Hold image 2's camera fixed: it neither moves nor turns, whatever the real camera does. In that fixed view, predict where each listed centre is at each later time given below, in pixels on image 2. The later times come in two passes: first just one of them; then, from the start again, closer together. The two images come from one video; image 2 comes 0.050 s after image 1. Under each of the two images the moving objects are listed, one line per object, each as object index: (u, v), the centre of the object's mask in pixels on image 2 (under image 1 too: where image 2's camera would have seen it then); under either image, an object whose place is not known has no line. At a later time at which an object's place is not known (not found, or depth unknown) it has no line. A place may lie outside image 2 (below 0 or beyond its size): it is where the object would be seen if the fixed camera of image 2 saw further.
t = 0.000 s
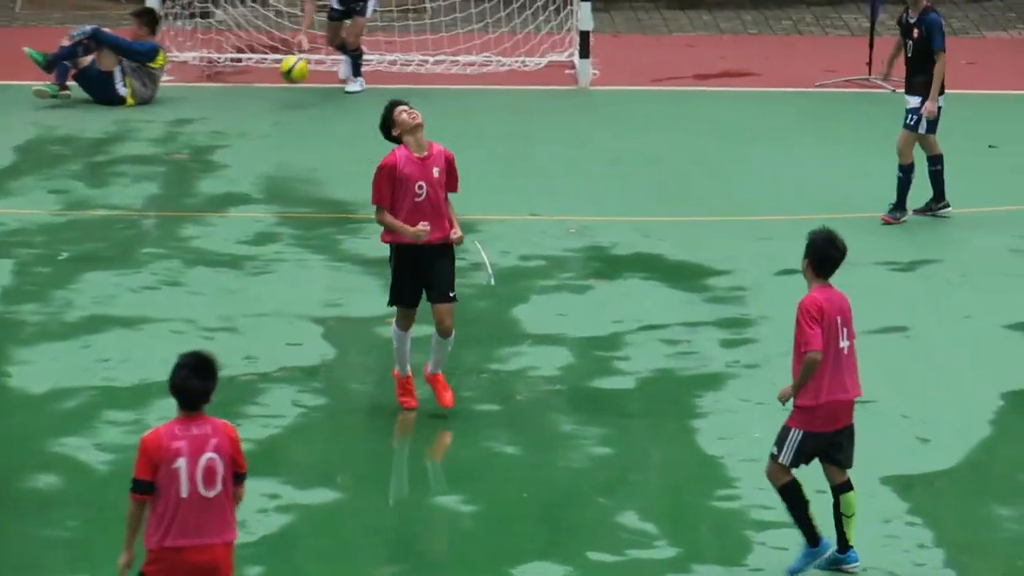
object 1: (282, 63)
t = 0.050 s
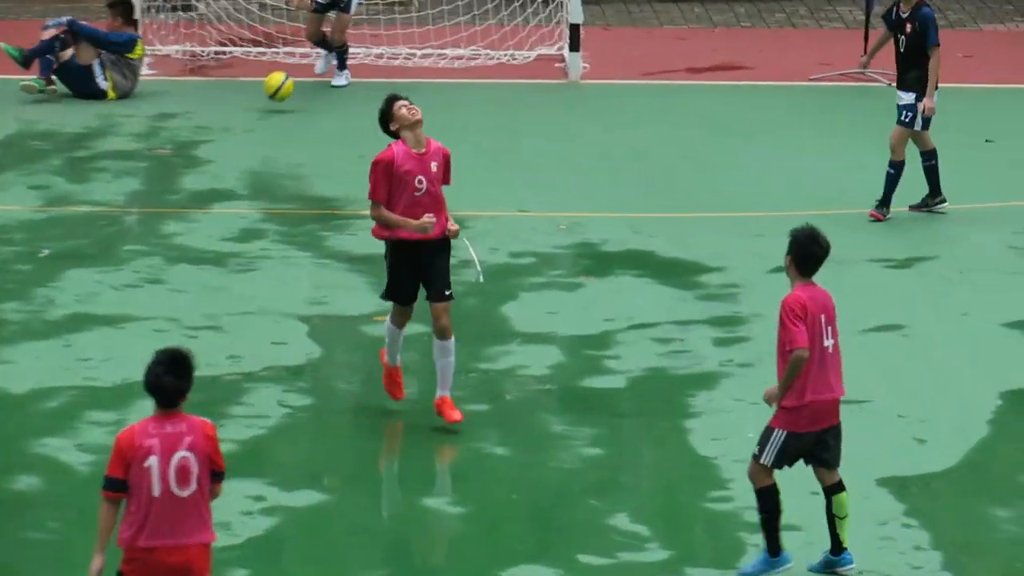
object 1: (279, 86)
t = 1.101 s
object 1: (262, 289)
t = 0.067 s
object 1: (279, 94)
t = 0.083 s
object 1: (277, 104)
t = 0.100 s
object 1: (277, 106)
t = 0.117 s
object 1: (277, 105)
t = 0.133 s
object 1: (276, 106)
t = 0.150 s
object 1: (276, 107)
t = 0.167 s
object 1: (274, 107)
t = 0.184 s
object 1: (275, 107)
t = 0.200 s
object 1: (275, 111)
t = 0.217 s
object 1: (274, 111)
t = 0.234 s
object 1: (273, 116)
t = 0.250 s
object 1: (273, 118)
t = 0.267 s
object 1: (273, 122)
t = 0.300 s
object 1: (273, 131)
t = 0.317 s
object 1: (272, 136)
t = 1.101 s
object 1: (262, 289)
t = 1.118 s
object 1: (262, 292)
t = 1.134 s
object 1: (262, 297)
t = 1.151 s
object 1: (261, 301)
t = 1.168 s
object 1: (261, 303)
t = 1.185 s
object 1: (260, 303)
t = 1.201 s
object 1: (259, 305)
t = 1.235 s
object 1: (258, 310)
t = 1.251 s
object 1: (258, 313)
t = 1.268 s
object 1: (258, 317)
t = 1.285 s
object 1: (257, 321)
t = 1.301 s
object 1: (257, 327)
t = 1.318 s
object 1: (256, 332)
